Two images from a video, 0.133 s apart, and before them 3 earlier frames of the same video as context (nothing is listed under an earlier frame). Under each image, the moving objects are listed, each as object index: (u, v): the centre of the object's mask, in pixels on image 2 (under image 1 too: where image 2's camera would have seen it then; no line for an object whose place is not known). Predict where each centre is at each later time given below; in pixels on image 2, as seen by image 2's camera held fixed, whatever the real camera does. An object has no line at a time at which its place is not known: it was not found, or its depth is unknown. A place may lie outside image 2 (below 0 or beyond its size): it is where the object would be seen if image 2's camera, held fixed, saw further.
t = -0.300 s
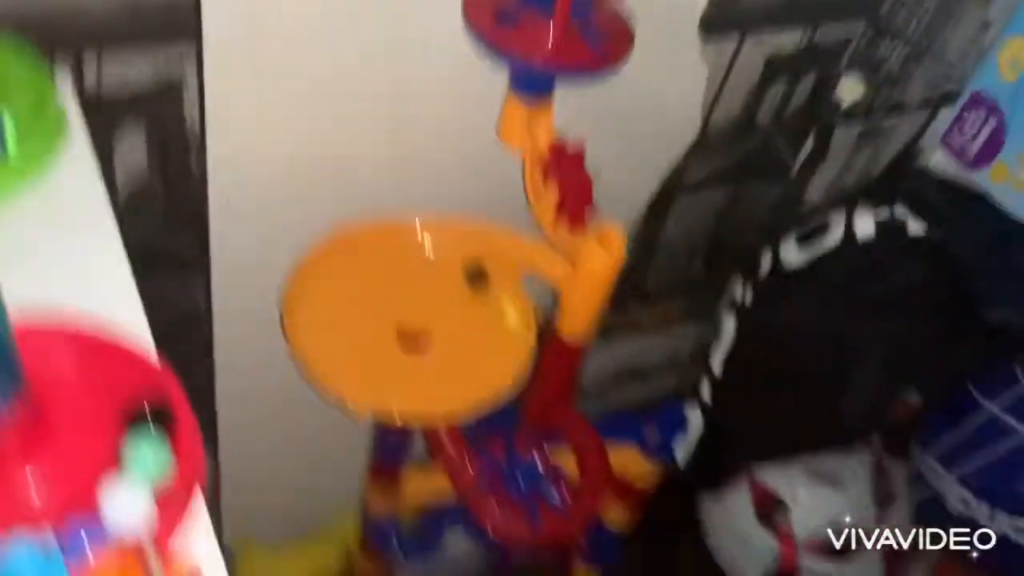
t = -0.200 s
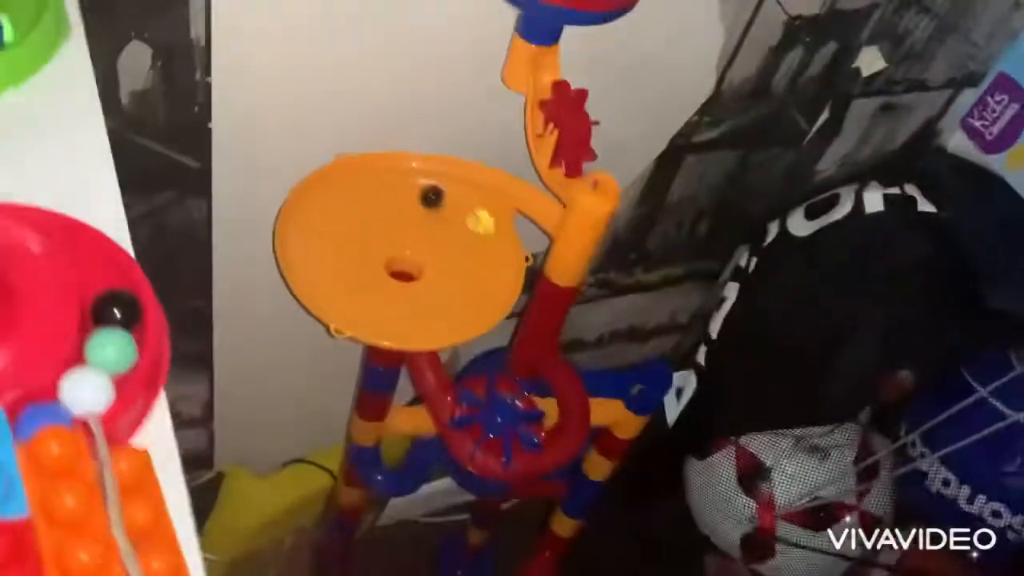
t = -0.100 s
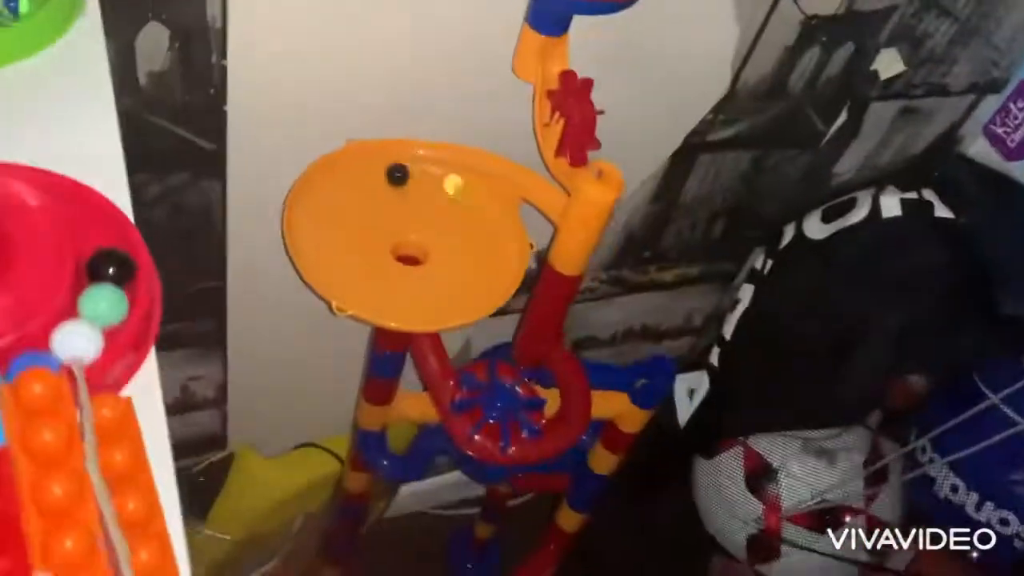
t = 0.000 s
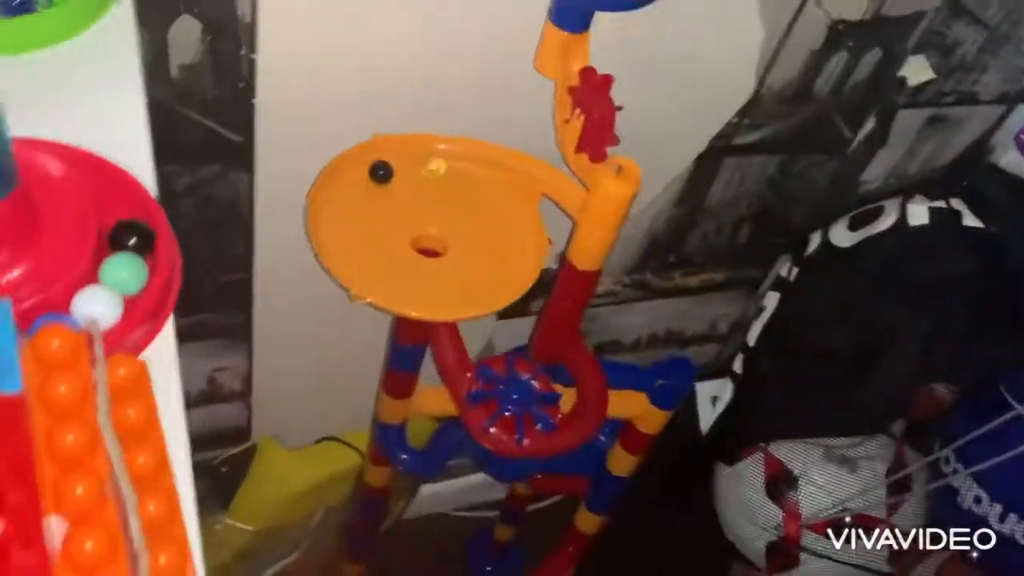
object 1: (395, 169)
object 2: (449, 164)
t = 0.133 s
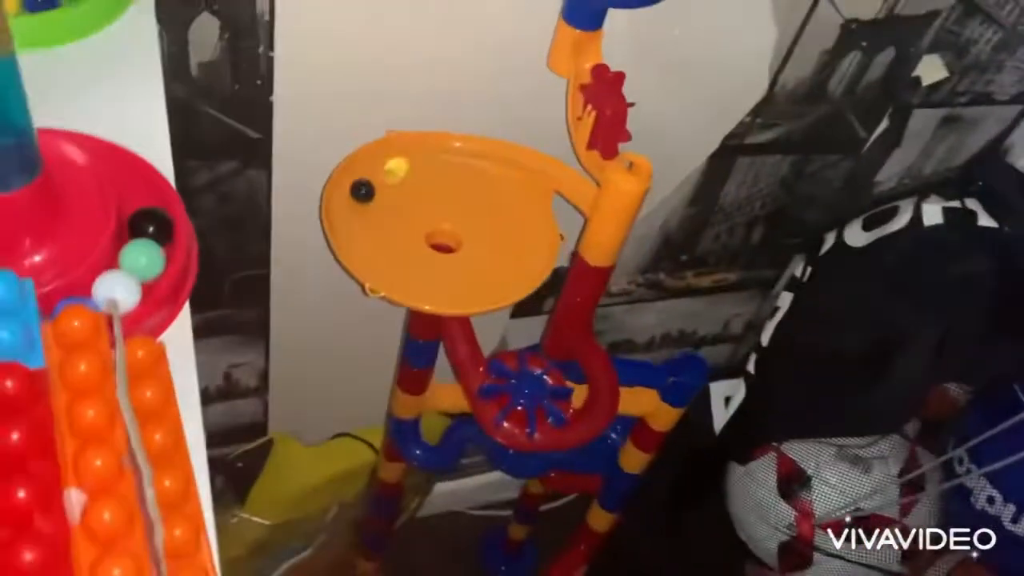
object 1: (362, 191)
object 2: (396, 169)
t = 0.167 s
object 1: (359, 199)
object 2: (387, 173)
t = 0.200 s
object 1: (358, 209)
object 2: (376, 181)
